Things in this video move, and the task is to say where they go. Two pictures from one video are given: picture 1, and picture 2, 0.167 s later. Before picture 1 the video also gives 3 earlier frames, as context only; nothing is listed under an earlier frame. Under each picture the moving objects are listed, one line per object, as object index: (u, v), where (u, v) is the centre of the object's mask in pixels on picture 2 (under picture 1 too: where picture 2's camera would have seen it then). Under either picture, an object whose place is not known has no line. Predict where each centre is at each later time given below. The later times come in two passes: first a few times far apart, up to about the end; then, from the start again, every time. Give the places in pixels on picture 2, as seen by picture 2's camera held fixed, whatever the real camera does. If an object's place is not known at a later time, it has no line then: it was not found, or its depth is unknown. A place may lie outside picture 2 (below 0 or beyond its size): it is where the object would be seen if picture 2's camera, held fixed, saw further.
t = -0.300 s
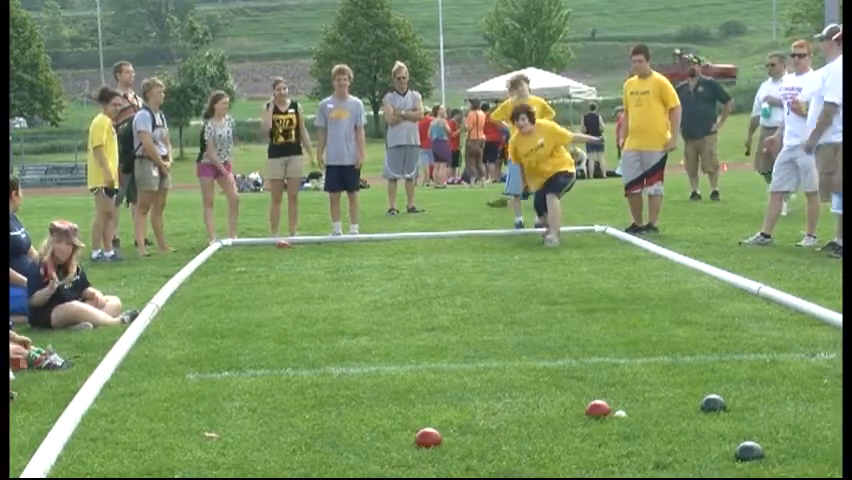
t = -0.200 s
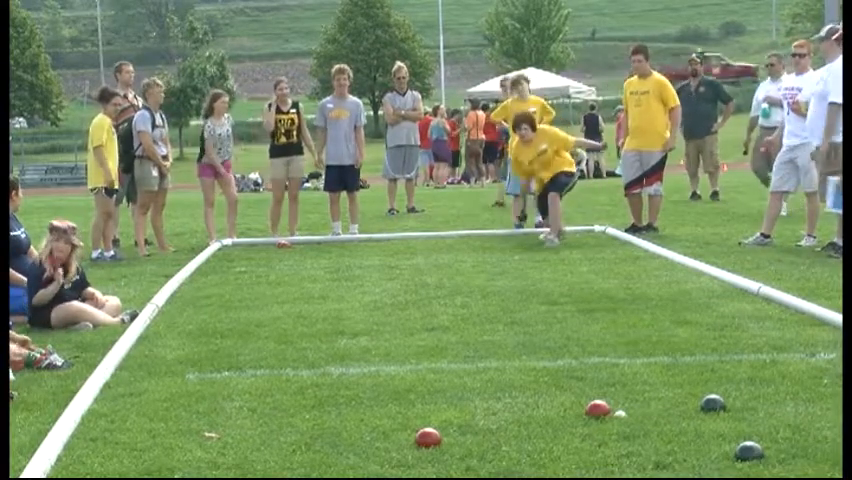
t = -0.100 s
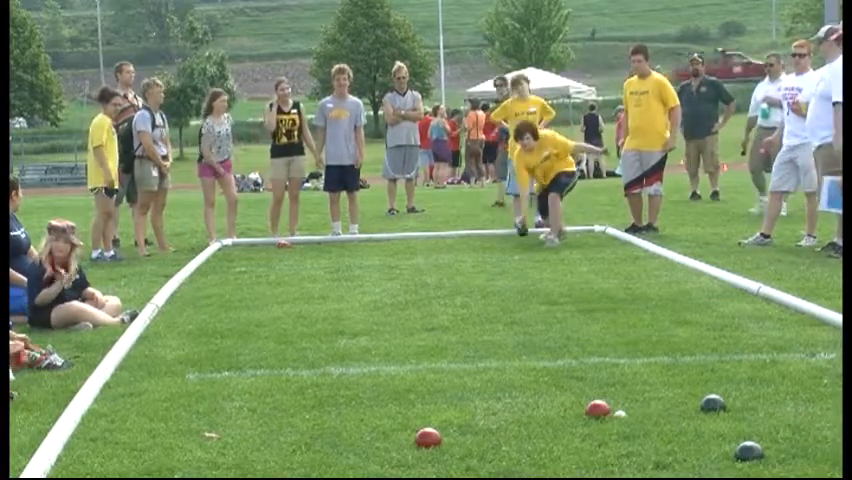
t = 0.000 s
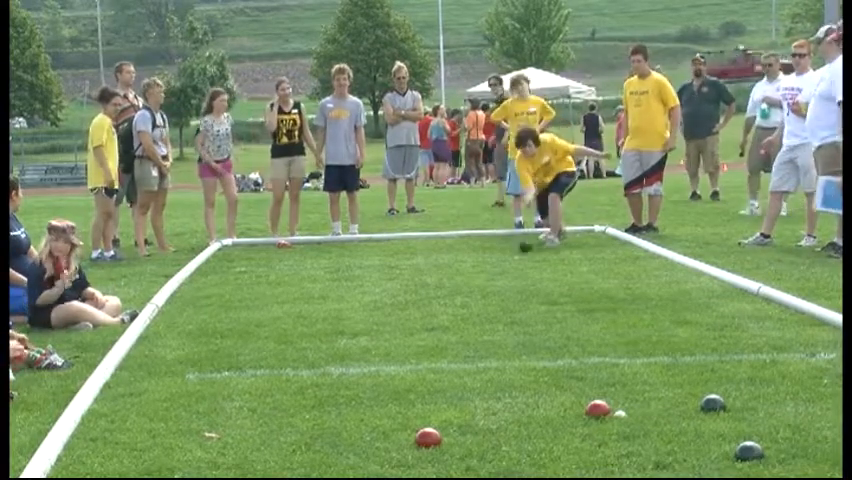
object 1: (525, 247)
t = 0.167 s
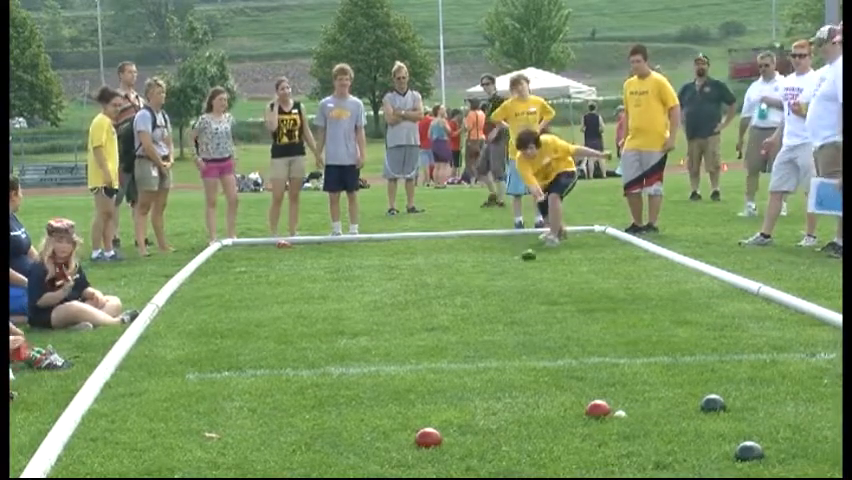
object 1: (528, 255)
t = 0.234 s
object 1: (530, 259)
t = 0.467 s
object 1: (537, 269)
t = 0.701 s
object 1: (545, 281)
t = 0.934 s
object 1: (555, 293)
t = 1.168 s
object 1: (568, 305)
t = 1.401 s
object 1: (584, 318)
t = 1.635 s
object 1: (601, 330)
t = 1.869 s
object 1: (617, 341)
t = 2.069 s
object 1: (627, 349)
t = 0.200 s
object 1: (530, 257)
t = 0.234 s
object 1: (530, 259)
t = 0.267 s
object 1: (532, 260)
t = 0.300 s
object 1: (533, 261)
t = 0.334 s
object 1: (534, 263)
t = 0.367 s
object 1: (534, 265)
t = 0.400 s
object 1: (536, 266)
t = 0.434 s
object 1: (536, 268)
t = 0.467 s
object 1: (537, 269)
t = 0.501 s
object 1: (538, 270)
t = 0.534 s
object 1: (539, 272)
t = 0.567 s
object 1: (540, 274)
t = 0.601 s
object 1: (541, 275)
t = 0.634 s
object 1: (542, 278)
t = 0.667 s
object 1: (544, 279)
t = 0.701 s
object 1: (545, 281)
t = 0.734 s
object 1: (546, 283)
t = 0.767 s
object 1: (547, 285)
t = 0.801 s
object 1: (550, 287)
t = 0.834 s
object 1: (551, 289)
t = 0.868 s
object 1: (552, 290)
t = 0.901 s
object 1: (554, 291)
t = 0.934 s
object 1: (555, 293)
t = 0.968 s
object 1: (556, 296)
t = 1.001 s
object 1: (559, 297)
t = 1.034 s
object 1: (561, 298)
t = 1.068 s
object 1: (563, 301)
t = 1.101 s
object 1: (565, 302)
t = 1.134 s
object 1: (567, 304)
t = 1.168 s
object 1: (568, 305)
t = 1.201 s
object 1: (570, 308)
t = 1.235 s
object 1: (572, 311)
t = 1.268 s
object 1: (574, 312)
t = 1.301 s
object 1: (577, 313)
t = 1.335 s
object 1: (579, 315)
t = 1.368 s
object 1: (582, 316)
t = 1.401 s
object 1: (584, 318)
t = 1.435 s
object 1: (586, 320)
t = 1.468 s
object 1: (589, 322)
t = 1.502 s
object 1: (592, 322)
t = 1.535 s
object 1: (594, 324)
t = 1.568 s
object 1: (596, 326)
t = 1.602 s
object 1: (598, 328)
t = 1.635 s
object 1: (601, 330)
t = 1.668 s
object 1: (603, 332)
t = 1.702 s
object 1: (606, 332)
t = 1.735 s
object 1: (608, 334)
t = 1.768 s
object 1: (610, 336)
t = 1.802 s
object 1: (612, 338)
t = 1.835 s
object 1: (614, 339)
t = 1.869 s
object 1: (617, 341)
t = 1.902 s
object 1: (619, 342)
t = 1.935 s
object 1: (621, 343)
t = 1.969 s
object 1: (622, 344)
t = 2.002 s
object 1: (624, 346)
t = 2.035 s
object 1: (626, 347)
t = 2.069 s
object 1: (627, 349)
